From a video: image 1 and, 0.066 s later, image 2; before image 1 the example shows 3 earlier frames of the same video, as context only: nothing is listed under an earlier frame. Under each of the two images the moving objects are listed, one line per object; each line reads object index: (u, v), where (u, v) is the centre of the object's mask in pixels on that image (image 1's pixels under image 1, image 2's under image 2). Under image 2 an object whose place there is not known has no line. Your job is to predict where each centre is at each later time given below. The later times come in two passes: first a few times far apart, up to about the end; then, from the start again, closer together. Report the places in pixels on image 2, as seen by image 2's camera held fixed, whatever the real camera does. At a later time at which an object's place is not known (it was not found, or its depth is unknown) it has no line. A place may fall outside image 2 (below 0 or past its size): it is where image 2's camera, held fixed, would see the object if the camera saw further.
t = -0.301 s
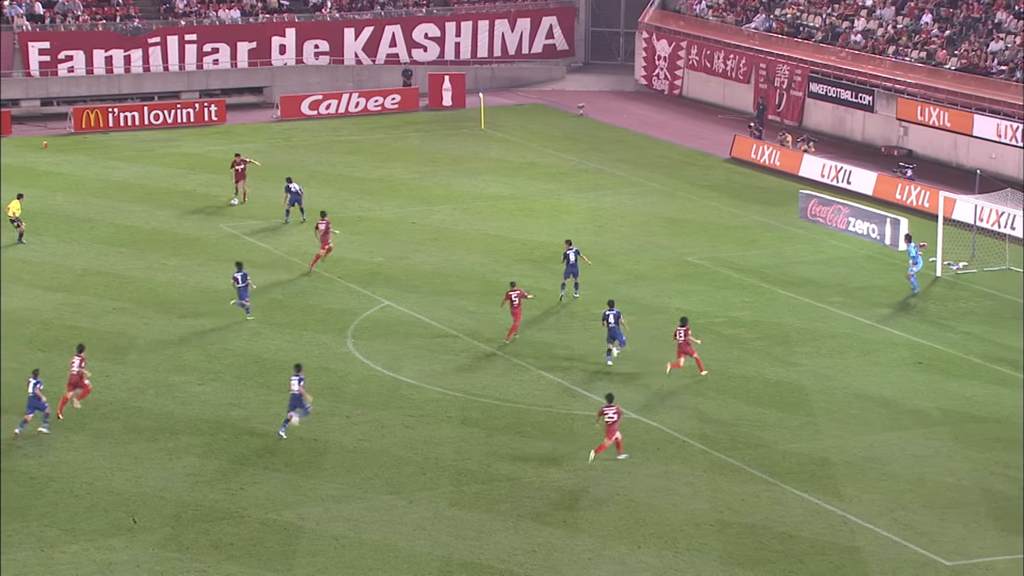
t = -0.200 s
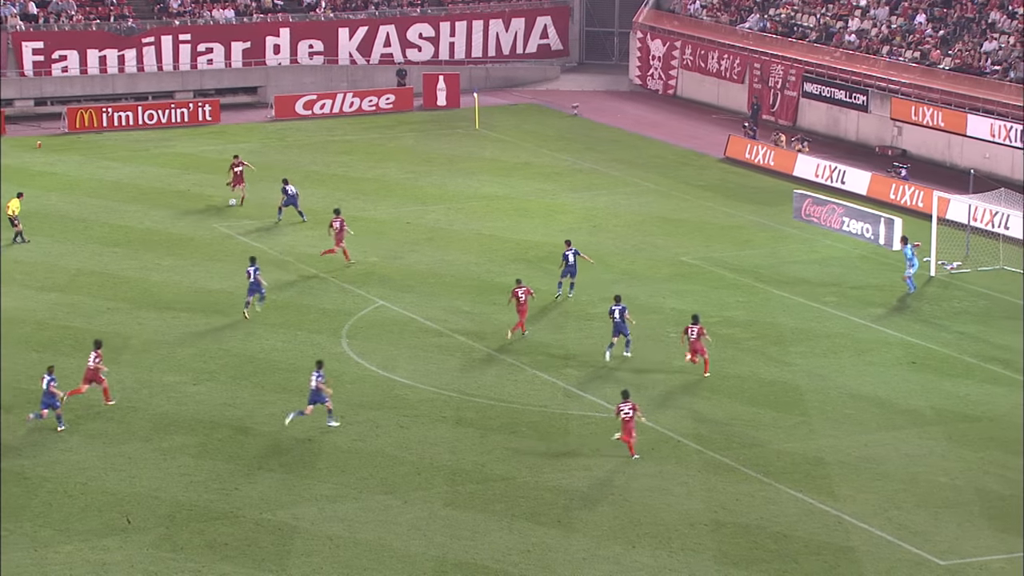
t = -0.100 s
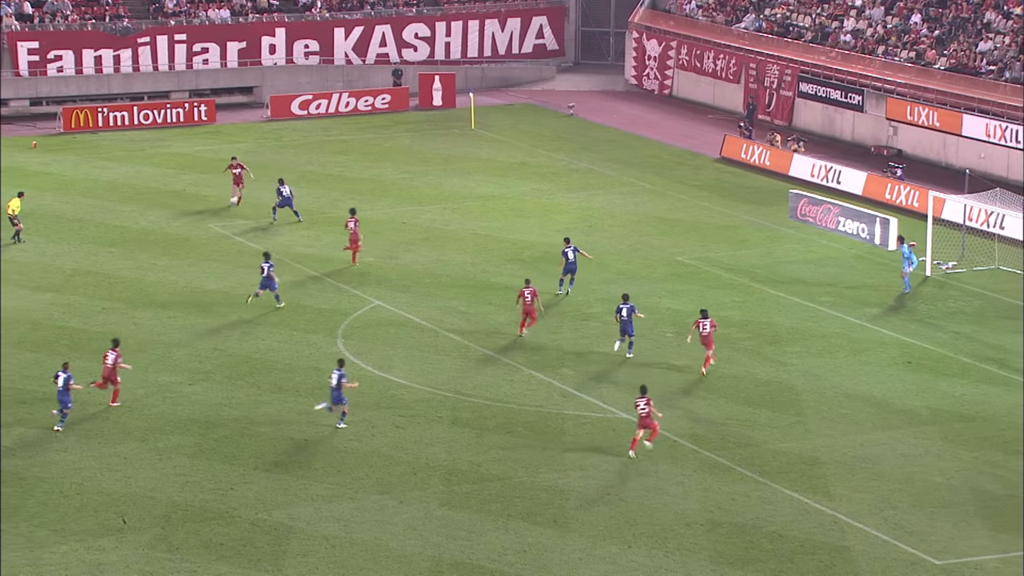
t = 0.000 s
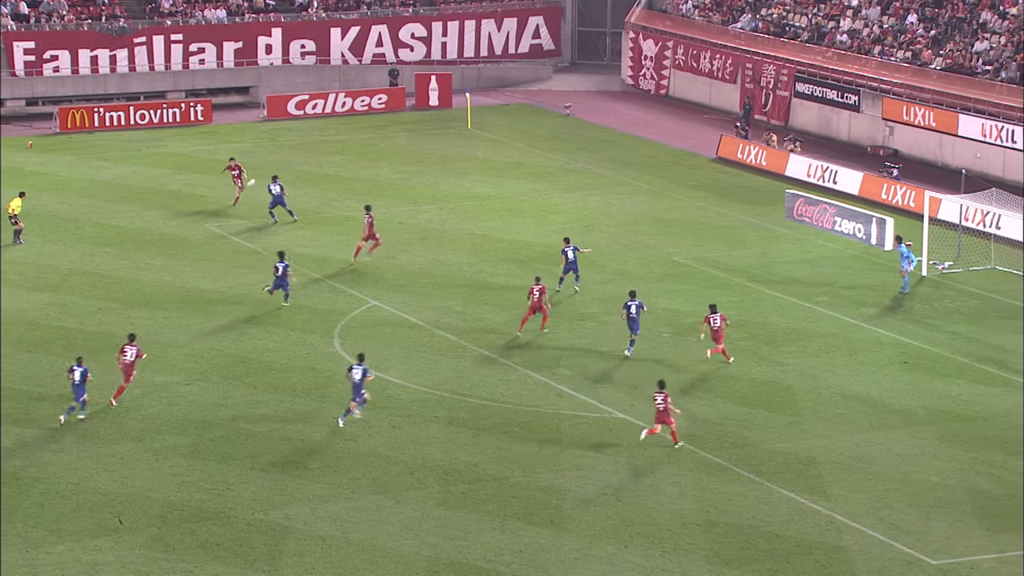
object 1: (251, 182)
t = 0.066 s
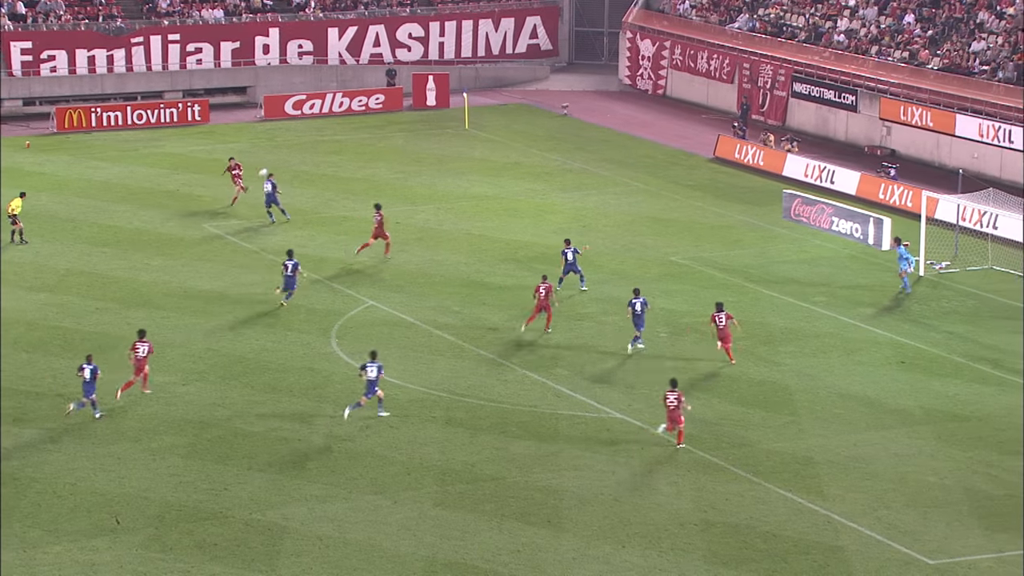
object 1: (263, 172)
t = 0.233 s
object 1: (302, 150)
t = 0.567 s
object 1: (386, 123)
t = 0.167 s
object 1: (285, 158)
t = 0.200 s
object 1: (293, 153)
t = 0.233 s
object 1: (302, 150)
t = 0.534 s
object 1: (377, 125)
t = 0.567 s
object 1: (386, 123)
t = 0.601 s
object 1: (395, 122)
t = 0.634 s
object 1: (404, 122)
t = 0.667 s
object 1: (413, 120)
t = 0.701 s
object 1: (422, 120)
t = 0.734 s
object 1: (431, 119)
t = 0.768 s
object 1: (440, 119)
